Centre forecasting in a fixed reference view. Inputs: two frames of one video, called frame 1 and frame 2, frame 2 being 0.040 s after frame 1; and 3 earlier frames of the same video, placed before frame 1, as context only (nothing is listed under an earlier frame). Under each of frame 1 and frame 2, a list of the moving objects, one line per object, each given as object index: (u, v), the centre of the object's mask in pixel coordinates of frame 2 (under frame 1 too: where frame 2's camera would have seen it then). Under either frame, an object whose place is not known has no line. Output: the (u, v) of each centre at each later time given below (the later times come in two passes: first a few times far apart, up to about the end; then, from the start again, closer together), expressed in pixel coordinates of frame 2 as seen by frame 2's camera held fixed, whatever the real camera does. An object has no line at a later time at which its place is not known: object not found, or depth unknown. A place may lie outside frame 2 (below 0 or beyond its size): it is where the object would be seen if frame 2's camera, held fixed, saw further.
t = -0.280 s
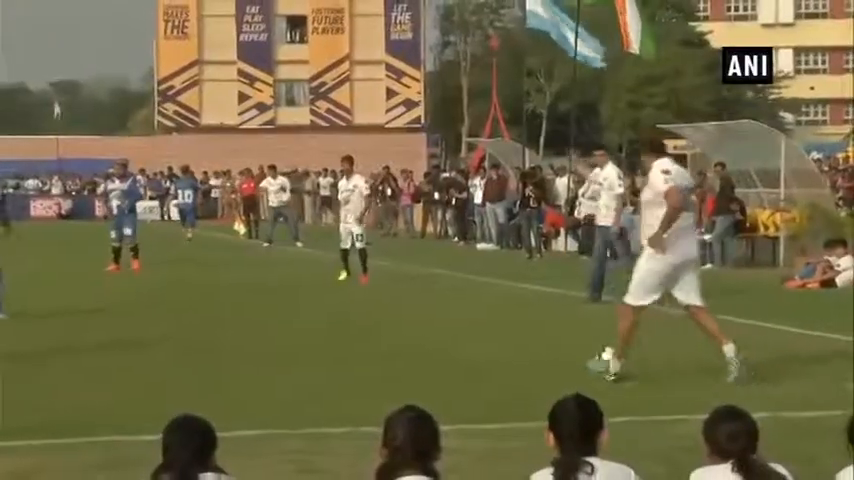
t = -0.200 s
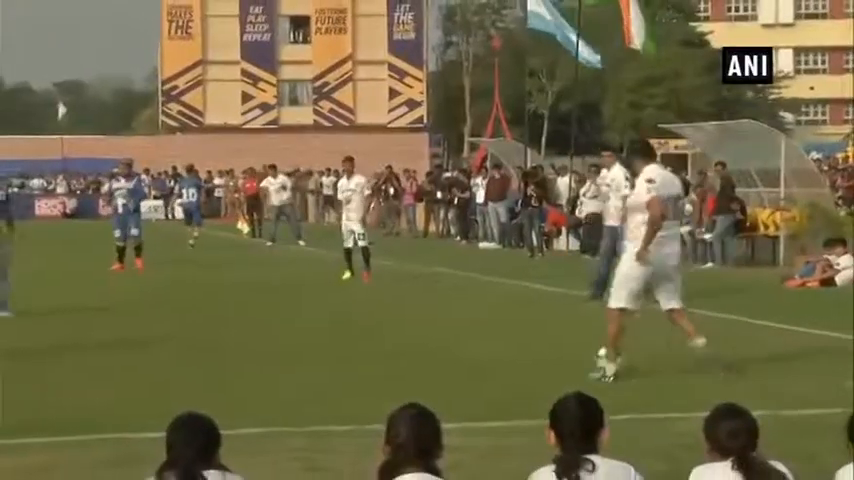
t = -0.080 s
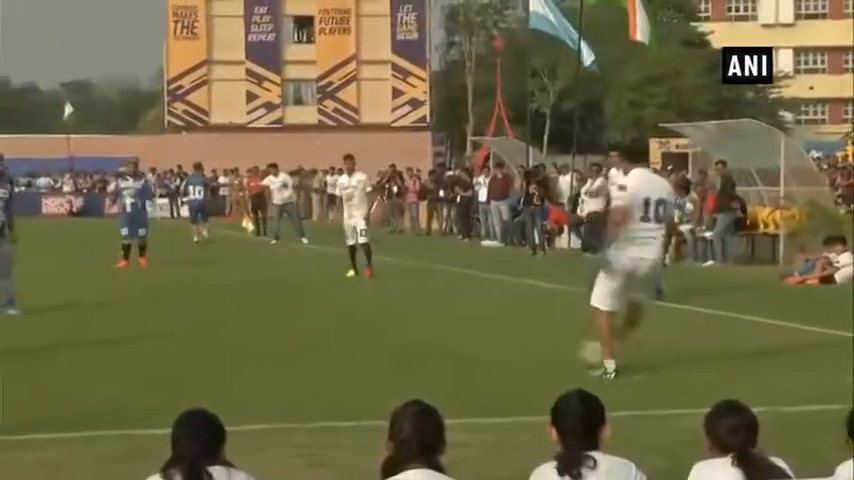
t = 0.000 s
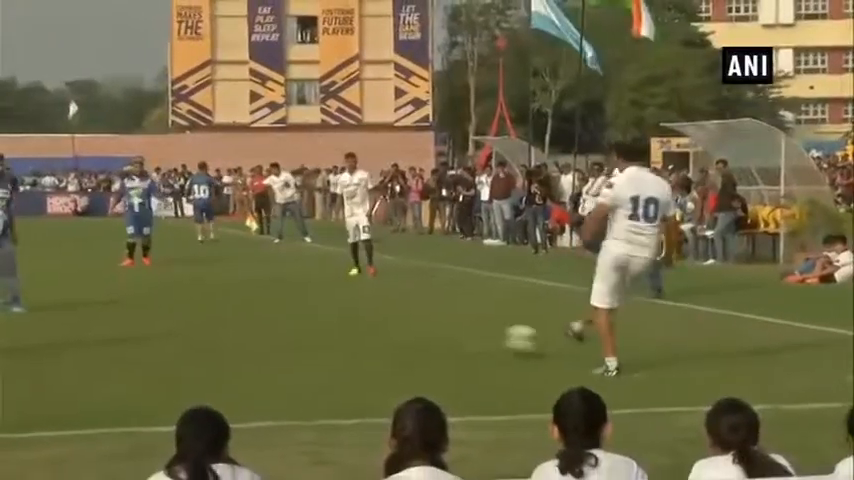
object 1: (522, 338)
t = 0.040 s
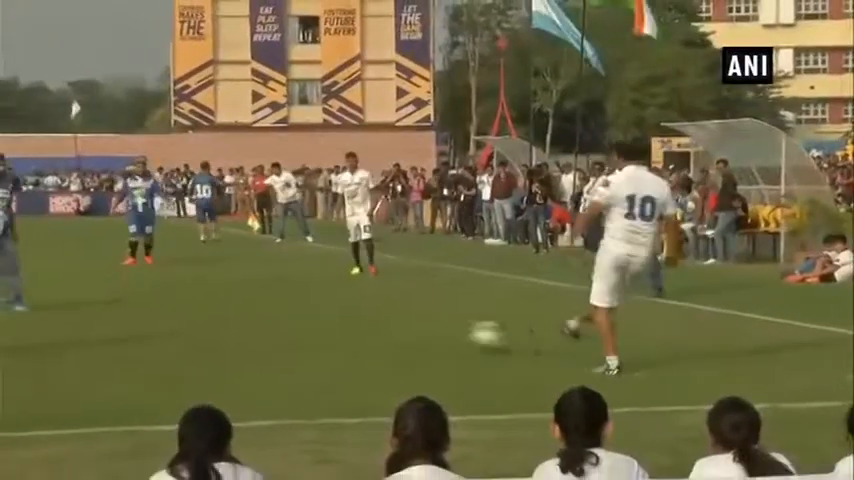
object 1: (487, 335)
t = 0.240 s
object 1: (345, 320)
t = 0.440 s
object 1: (244, 311)
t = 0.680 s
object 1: (160, 307)
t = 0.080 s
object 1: (453, 335)
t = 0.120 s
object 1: (419, 333)
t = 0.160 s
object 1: (393, 329)
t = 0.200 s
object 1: (367, 323)
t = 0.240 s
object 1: (345, 320)
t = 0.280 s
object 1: (322, 313)
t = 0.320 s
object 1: (299, 313)
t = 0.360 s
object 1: (279, 314)
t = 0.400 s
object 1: (257, 317)
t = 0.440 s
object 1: (244, 311)
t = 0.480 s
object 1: (229, 309)
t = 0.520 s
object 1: (212, 307)
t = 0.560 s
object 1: (199, 307)
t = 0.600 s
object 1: (186, 308)
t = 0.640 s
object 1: (172, 311)
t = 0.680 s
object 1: (160, 307)
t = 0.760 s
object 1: (136, 306)
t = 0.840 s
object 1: (115, 303)
